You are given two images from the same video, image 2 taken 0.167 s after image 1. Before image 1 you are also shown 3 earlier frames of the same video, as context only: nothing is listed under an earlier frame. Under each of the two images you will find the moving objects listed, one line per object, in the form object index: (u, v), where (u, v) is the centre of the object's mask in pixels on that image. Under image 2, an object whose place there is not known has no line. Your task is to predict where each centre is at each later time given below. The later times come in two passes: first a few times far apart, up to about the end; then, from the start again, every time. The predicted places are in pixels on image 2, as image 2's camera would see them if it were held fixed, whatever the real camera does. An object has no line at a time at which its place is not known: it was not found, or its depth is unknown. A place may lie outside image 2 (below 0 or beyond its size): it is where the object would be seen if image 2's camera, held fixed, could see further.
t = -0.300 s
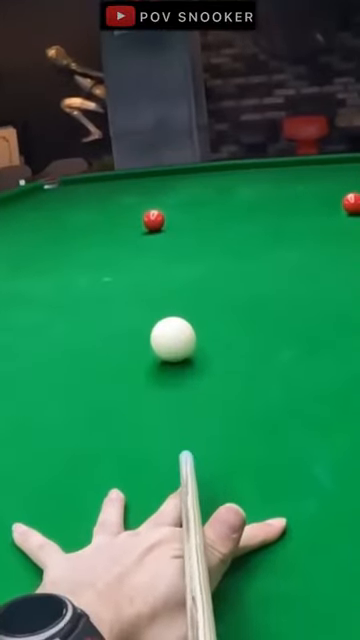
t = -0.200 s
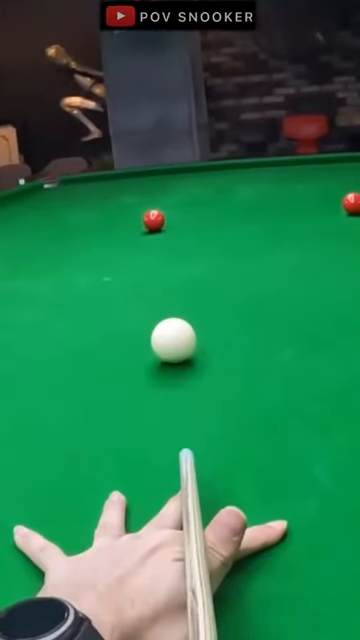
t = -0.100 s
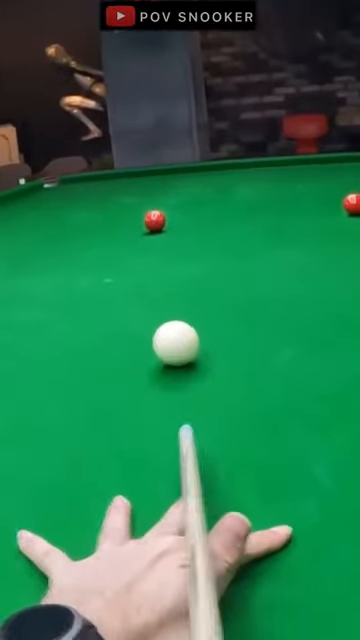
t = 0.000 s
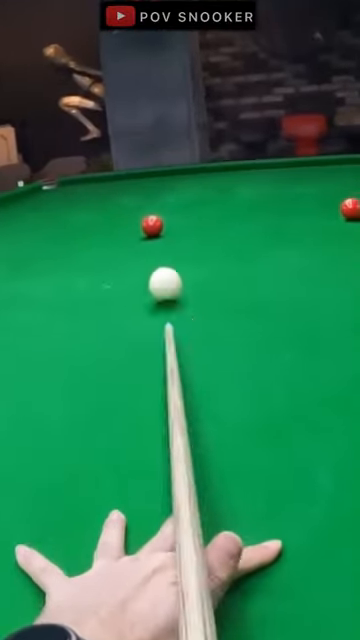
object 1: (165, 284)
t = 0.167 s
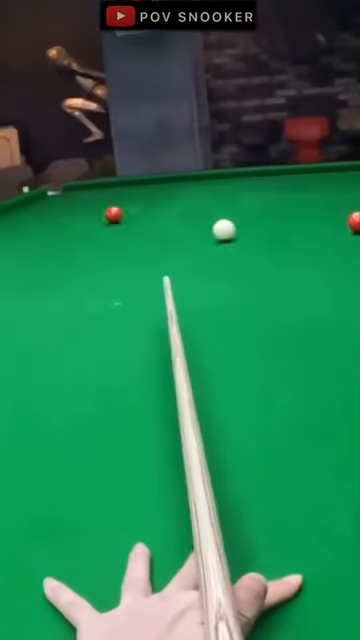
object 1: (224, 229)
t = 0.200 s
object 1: (242, 226)
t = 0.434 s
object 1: (336, 206)
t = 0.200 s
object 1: (242, 226)
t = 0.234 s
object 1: (259, 221)
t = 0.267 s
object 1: (274, 219)
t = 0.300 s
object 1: (288, 216)
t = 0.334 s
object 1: (301, 213)
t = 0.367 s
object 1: (313, 211)
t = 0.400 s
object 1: (325, 208)
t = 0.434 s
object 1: (336, 206)
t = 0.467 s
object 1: (346, 204)
